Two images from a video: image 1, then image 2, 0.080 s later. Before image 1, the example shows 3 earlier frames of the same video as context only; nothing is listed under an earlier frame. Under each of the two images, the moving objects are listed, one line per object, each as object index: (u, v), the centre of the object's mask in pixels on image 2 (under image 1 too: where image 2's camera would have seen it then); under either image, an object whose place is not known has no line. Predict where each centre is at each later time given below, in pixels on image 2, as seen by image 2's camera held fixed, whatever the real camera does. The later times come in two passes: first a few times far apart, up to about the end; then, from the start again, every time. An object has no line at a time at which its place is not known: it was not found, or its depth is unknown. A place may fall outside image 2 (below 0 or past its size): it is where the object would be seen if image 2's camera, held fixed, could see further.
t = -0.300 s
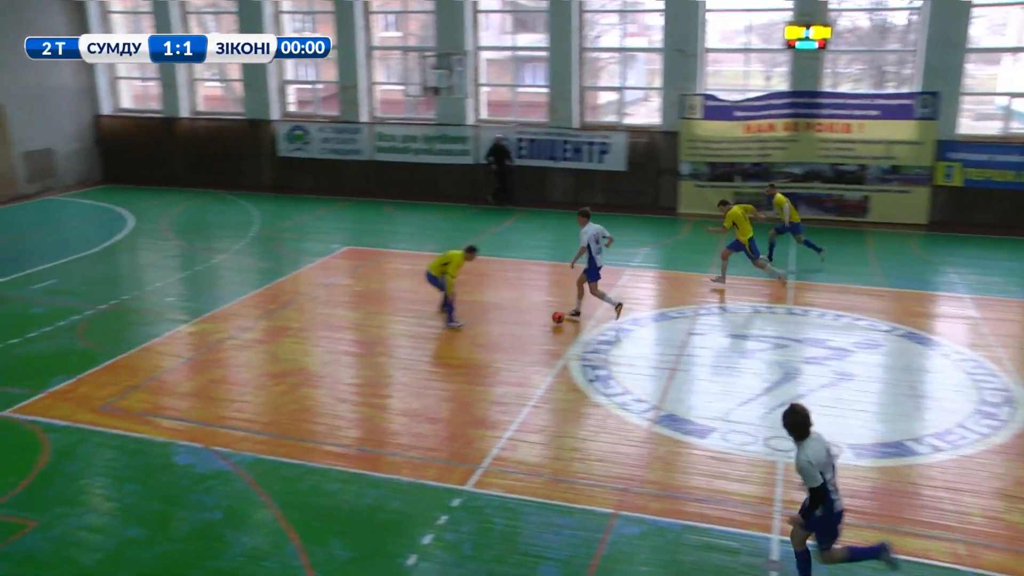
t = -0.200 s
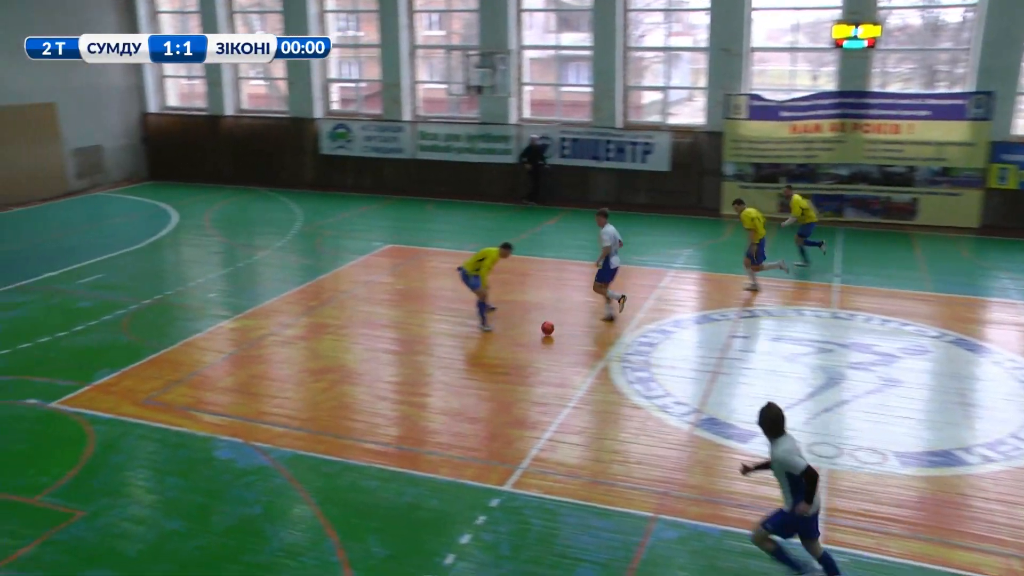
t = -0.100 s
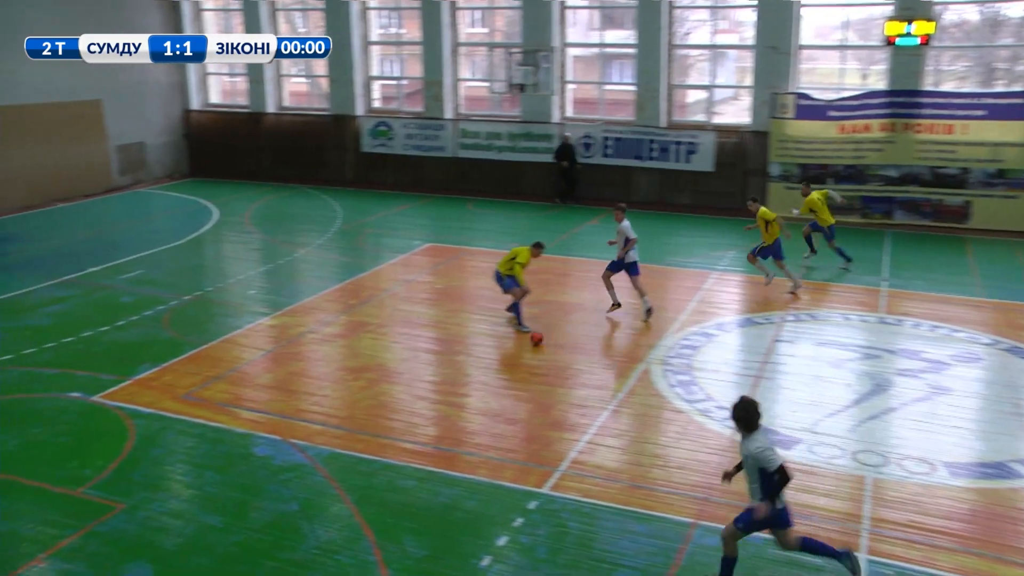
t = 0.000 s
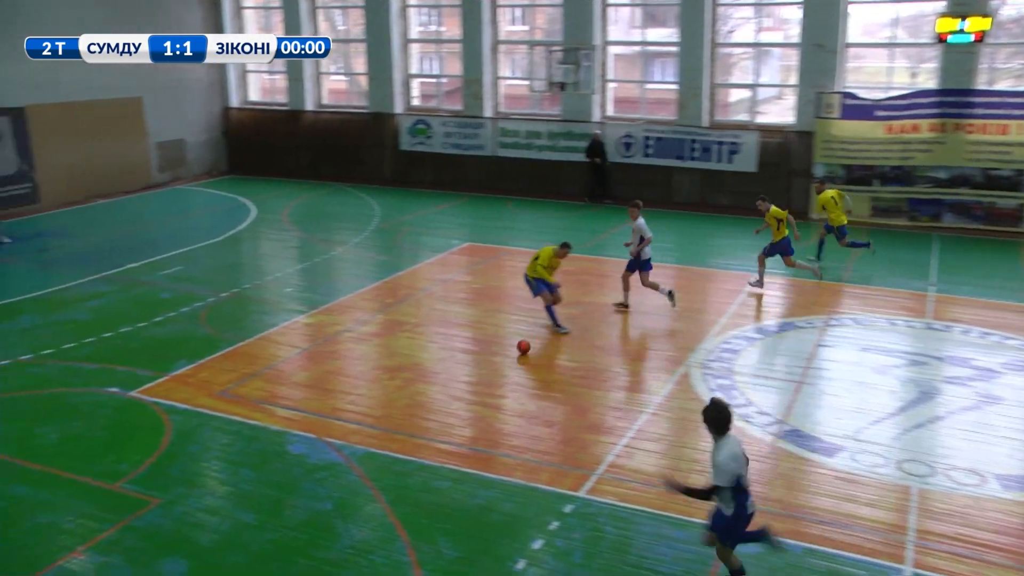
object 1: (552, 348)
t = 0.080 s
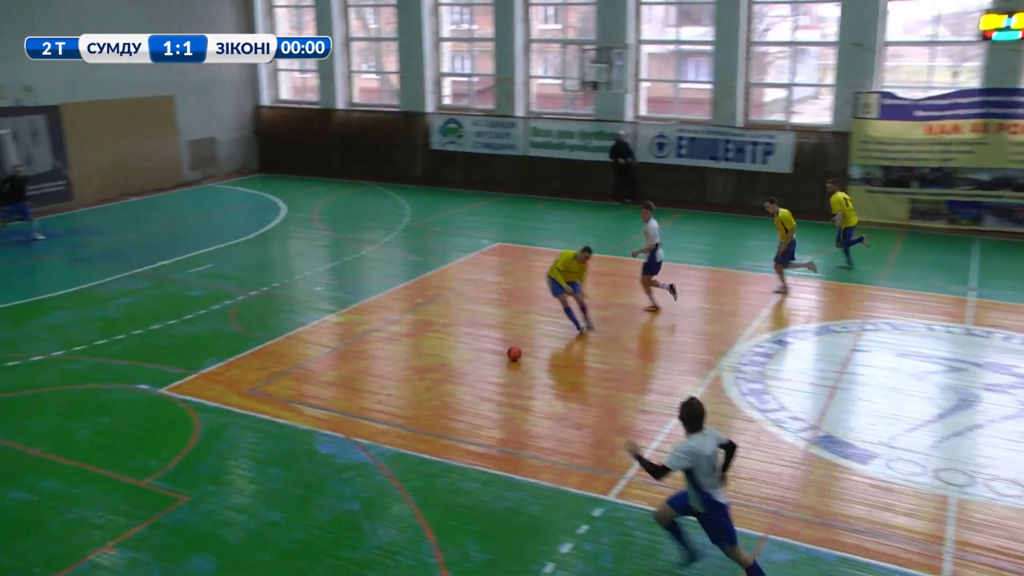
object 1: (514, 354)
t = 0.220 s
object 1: (450, 362)
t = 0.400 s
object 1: (372, 370)
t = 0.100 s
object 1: (504, 355)
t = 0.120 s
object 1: (495, 355)
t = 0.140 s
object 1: (486, 356)
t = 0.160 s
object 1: (477, 357)
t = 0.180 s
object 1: (468, 358)
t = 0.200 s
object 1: (459, 360)
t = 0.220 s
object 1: (450, 362)
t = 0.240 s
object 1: (441, 362)
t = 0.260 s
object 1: (433, 363)
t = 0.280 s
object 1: (424, 364)
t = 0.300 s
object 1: (416, 365)
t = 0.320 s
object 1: (407, 366)
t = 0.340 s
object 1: (398, 367)
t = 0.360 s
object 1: (389, 367)
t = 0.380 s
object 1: (381, 368)
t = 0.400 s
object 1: (372, 370)
